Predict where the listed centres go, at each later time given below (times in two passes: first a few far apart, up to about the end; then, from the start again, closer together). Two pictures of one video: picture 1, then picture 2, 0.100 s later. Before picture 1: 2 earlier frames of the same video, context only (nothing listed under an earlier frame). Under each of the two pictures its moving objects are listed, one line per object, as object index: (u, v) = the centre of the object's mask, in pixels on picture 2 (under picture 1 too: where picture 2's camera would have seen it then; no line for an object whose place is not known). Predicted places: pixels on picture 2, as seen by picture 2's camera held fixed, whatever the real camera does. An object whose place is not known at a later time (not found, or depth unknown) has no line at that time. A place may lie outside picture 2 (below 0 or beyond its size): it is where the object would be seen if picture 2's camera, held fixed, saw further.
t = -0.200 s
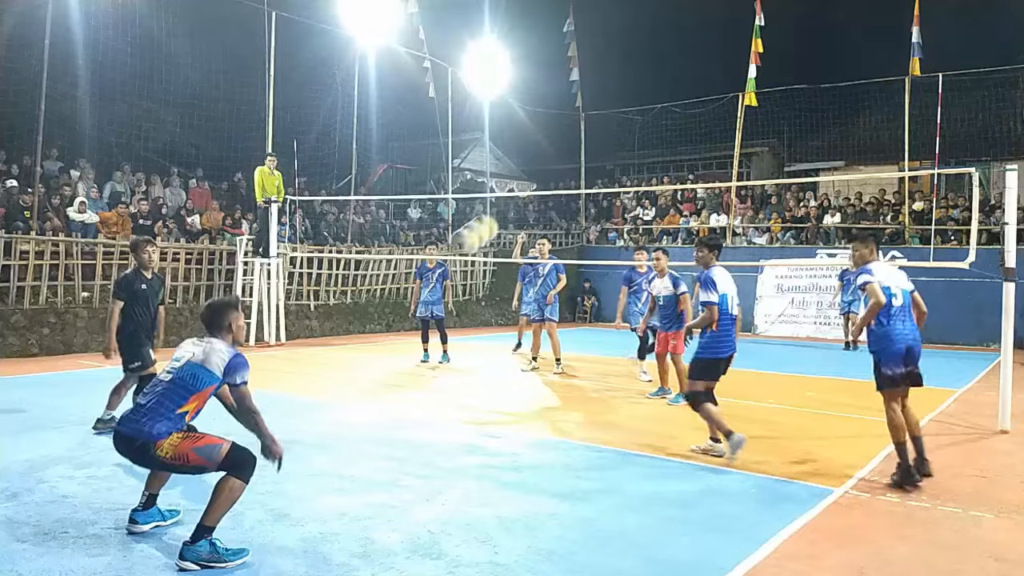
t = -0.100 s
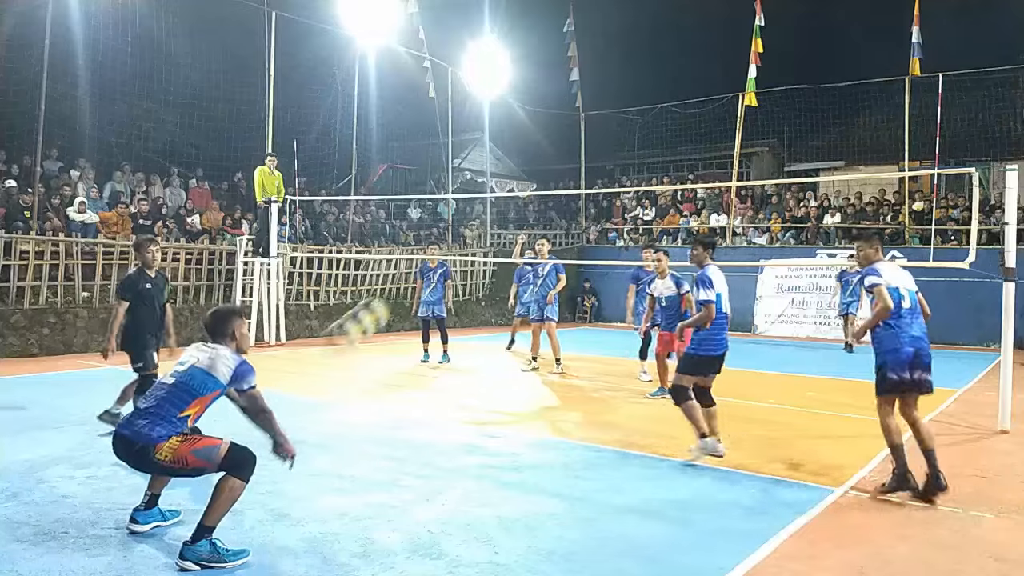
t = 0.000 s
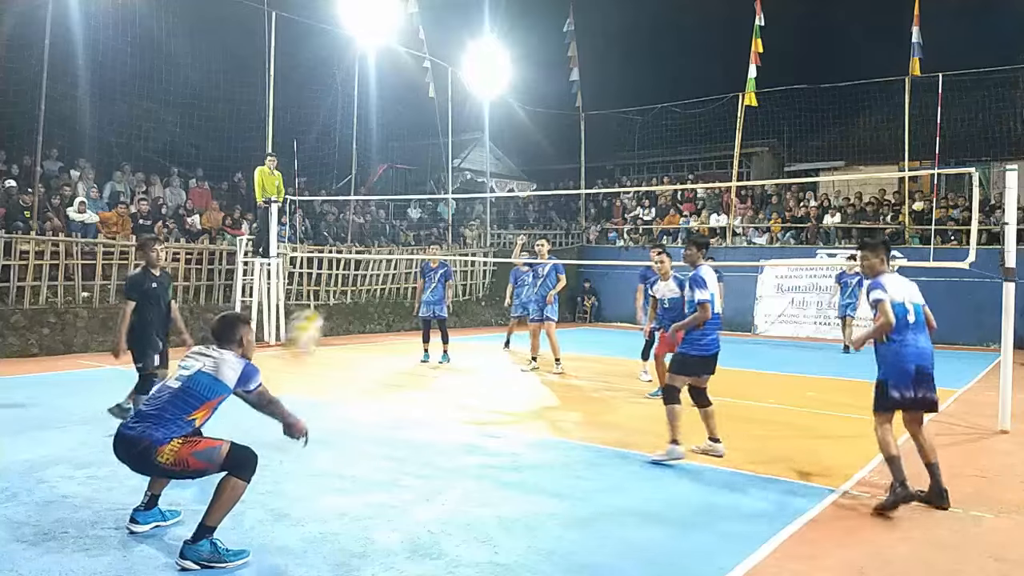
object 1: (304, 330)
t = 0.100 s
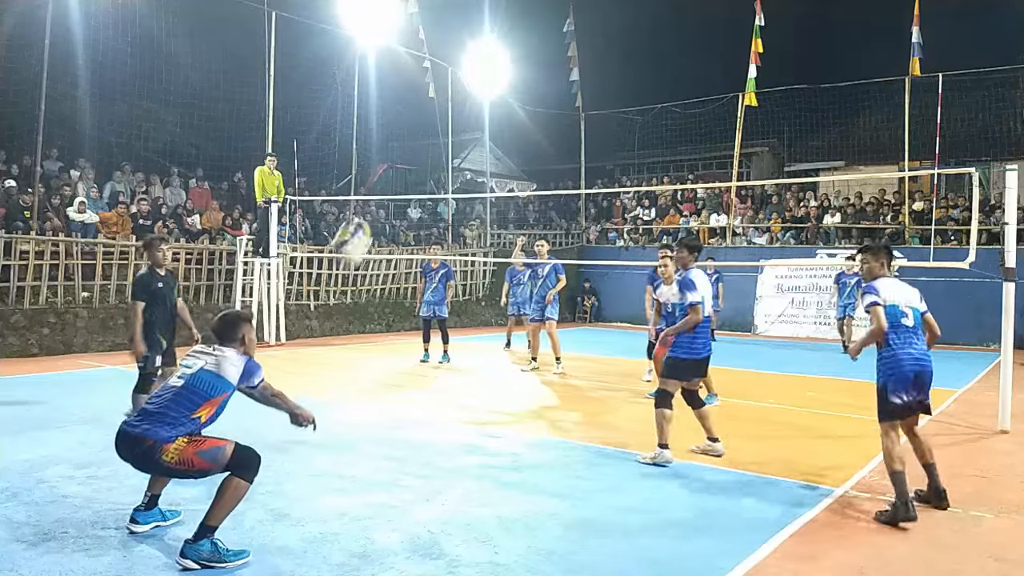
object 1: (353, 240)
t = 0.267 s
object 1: (415, 146)
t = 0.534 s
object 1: (506, 94)
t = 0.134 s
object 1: (365, 221)
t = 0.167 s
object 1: (380, 195)
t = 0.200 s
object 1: (392, 176)
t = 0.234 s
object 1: (403, 160)
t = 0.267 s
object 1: (415, 146)
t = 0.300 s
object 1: (428, 132)
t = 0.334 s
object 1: (440, 120)
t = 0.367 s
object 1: (450, 112)
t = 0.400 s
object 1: (461, 105)
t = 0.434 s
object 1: (467, 99)
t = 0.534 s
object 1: (506, 94)
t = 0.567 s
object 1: (511, 93)
